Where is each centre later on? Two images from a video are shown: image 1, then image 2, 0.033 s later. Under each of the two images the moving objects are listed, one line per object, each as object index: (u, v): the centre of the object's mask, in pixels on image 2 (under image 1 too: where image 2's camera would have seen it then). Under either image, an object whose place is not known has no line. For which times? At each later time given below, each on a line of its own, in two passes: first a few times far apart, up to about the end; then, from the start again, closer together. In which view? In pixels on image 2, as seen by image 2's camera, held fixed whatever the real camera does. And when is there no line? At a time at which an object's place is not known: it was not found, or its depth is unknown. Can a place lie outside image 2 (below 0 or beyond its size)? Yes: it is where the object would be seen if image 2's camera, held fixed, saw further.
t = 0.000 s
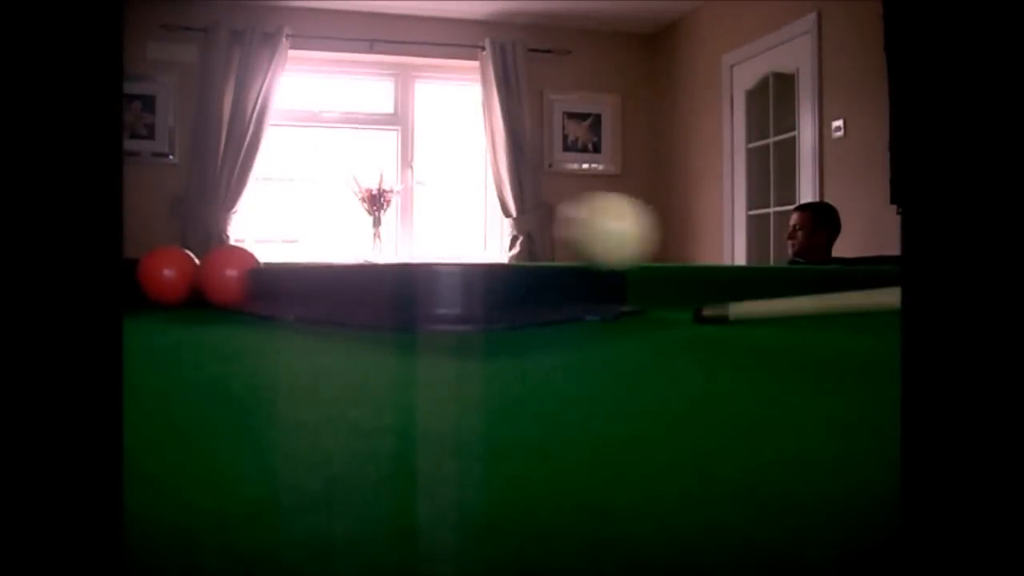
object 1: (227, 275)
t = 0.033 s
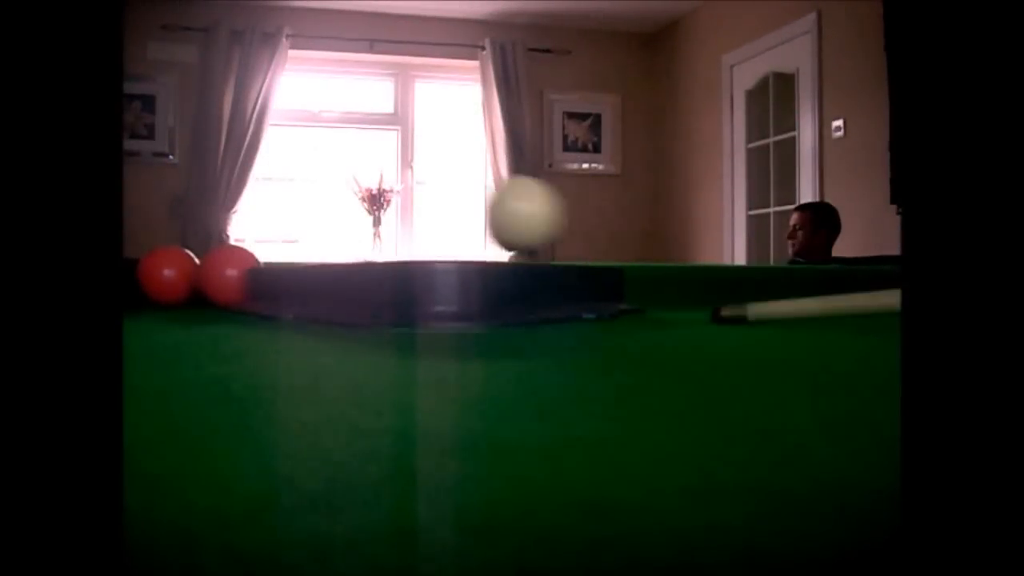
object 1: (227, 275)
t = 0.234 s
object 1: (209, 268)
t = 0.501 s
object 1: (196, 275)
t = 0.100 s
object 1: (226, 275)
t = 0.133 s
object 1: (226, 275)
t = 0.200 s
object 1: (214, 262)
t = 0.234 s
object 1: (209, 268)
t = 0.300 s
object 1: (205, 274)
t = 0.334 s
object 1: (203, 274)
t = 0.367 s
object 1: (204, 274)
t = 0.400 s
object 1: (201, 275)
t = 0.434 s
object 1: (199, 275)
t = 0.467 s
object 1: (199, 275)
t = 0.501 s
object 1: (196, 275)
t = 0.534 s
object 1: (195, 275)
